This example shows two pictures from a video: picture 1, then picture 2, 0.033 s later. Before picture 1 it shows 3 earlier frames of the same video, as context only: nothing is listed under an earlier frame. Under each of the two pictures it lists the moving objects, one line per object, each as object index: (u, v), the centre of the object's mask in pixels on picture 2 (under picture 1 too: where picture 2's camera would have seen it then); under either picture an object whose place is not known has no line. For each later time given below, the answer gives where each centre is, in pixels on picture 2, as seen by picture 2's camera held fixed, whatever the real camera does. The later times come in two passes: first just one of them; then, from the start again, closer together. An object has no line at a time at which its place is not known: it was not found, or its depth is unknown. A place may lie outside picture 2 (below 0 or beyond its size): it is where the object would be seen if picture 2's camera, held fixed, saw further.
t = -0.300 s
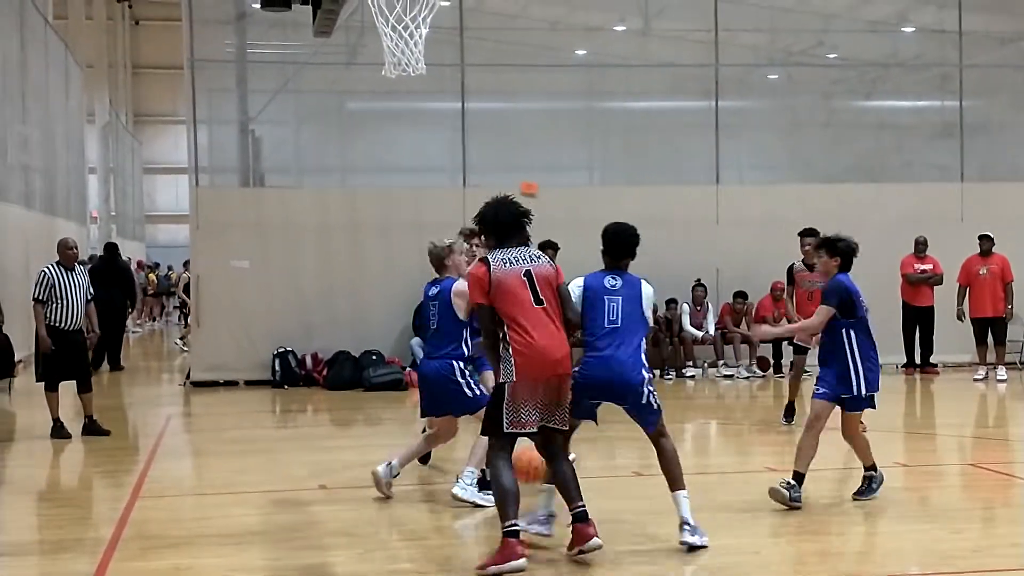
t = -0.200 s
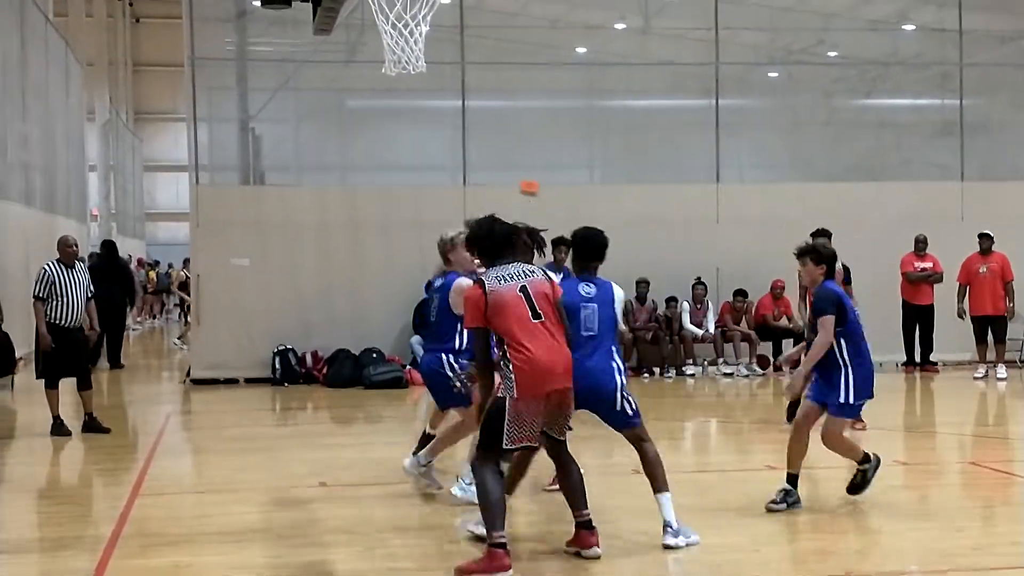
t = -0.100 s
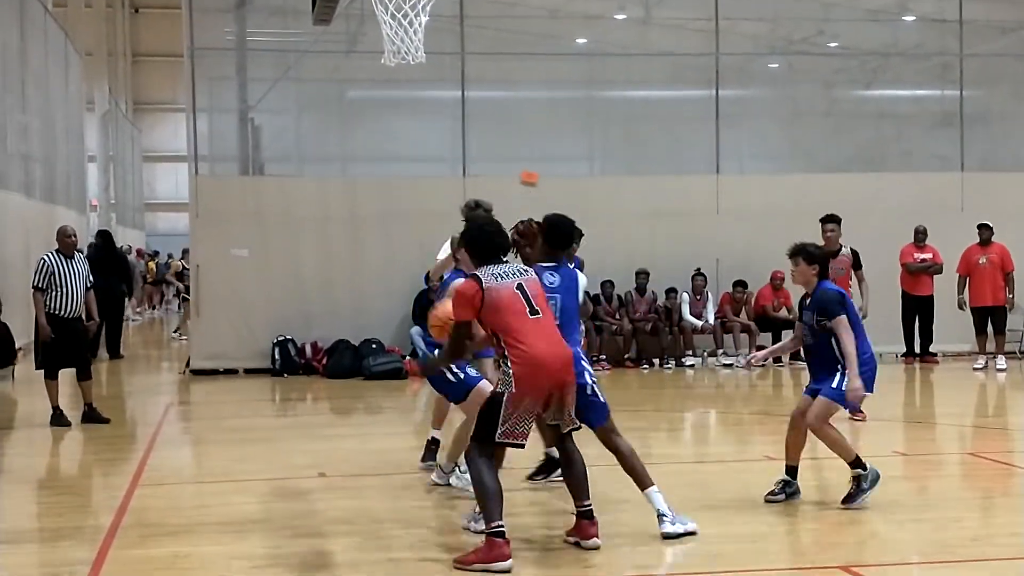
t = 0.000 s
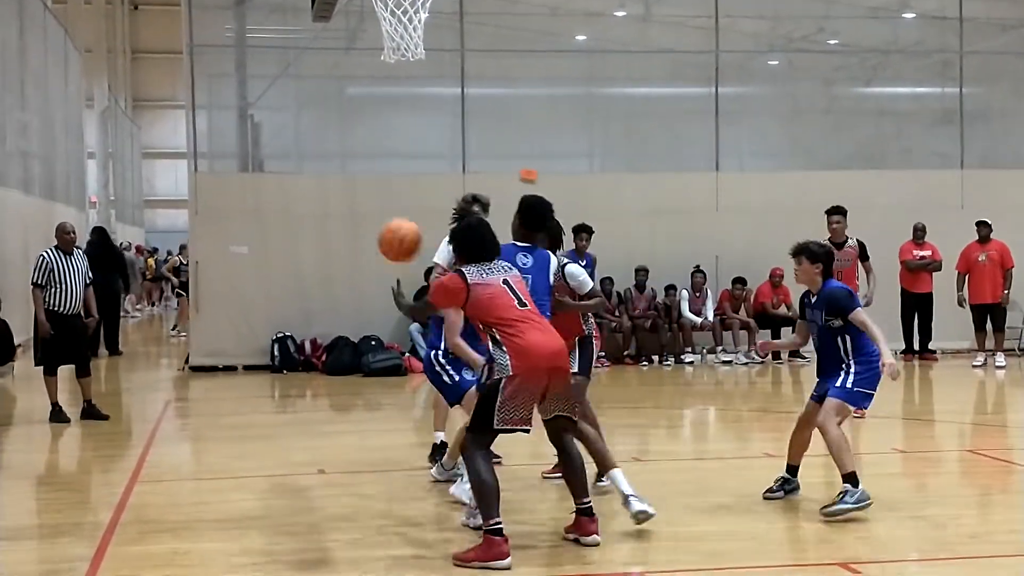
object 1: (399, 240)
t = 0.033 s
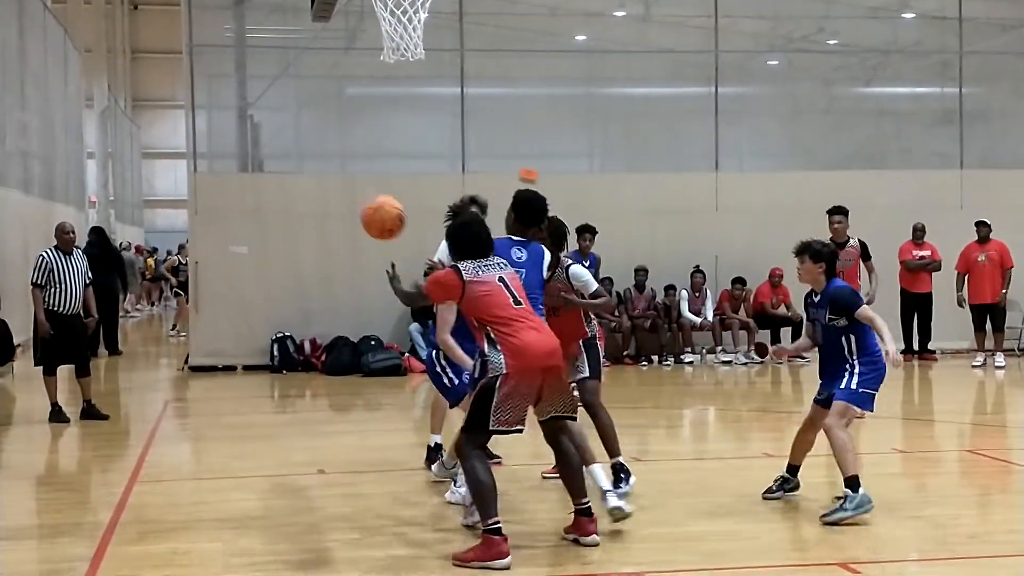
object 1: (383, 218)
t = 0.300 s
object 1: (251, 108)
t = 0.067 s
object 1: (367, 197)
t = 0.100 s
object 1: (350, 179)
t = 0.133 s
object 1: (334, 162)
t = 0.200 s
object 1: (301, 134)
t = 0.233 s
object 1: (284, 124)
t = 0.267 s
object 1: (267, 115)
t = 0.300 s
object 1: (251, 108)
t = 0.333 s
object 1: (234, 103)
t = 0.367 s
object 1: (217, 100)
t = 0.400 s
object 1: (200, 100)
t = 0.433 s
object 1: (183, 102)
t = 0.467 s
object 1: (167, 105)
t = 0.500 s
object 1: (151, 110)
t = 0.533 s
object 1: (133, 118)
